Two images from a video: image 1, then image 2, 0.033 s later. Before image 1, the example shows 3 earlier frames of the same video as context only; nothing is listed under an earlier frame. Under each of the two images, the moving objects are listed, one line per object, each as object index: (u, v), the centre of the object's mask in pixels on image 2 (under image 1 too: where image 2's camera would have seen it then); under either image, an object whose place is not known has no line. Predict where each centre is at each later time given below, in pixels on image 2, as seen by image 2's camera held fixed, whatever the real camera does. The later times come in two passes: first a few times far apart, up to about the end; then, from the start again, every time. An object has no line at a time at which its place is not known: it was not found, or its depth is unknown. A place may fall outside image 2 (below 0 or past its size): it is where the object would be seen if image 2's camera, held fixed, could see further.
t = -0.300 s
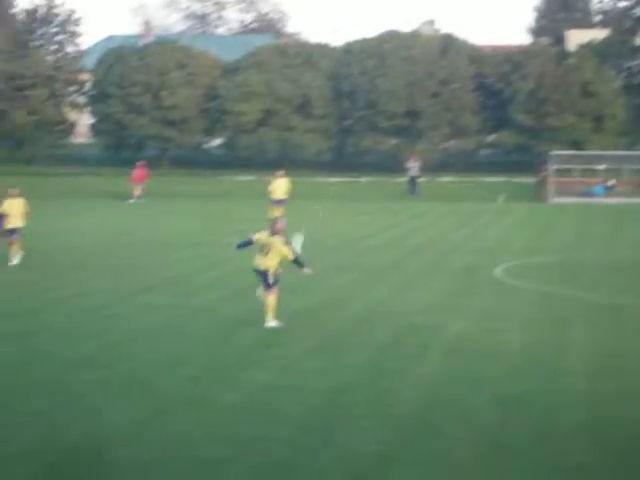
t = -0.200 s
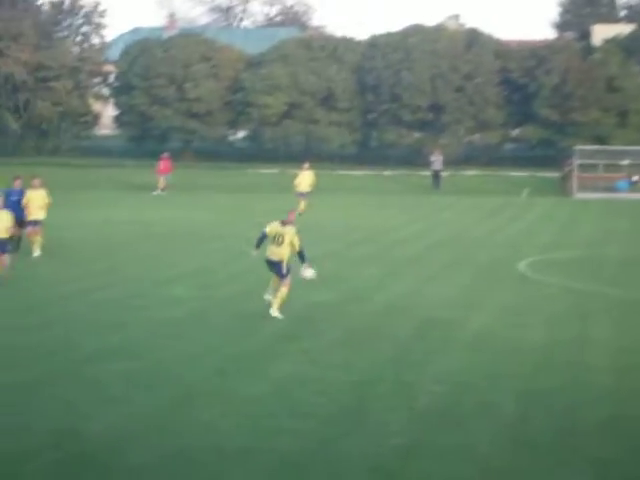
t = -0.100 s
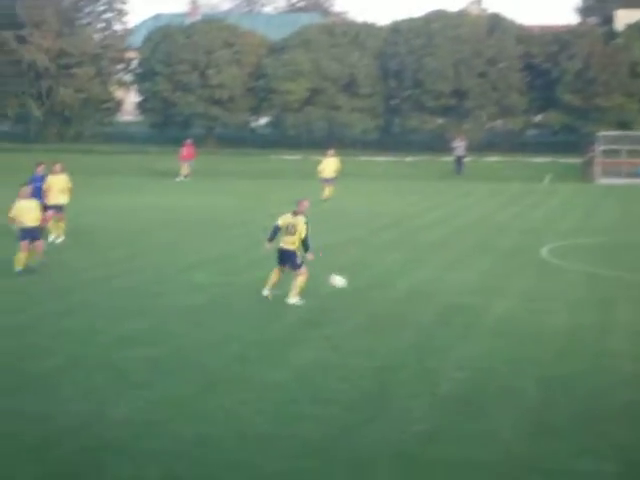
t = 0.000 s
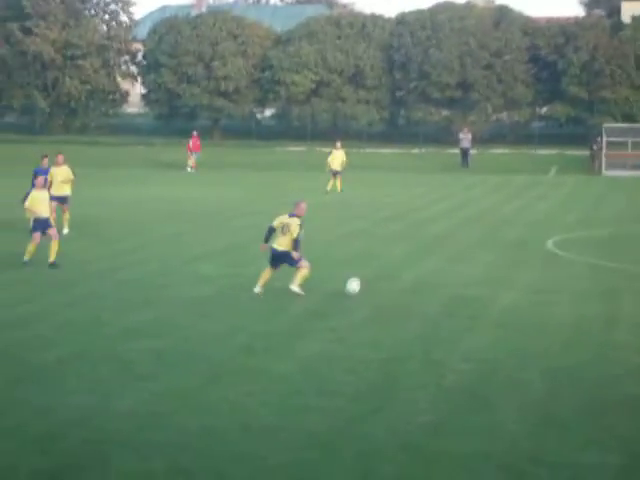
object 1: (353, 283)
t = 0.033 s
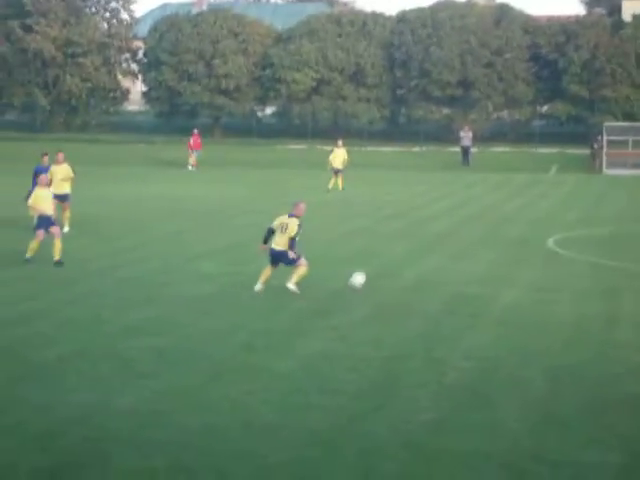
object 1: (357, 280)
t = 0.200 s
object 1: (378, 264)
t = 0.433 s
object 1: (407, 273)
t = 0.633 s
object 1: (433, 292)
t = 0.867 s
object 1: (466, 296)
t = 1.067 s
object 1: (492, 299)
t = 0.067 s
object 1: (361, 276)
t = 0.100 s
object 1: (365, 272)
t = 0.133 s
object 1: (369, 268)
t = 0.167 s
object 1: (374, 266)
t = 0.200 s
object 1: (378, 264)
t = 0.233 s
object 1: (383, 263)
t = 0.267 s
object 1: (385, 264)
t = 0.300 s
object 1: (390, 264)
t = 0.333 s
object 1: (395, 265)
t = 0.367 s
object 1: (399, 268)
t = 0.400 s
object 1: (403, 270)
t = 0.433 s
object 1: (407, 273)
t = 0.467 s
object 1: (411, 277)
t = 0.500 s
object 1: (415, 281)
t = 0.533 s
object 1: (420, 287)
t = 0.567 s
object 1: (424, 293)
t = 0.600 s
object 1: (428, 294)
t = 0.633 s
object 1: (433, 292)
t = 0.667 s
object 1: (438, 290)
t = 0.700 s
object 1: (442, 289)
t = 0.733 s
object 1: (446, 289)
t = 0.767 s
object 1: (451, 290)
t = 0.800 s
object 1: (456, 291)
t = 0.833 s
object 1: (461, 294)
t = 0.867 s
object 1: (466, 296)
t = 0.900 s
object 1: (470, 299)
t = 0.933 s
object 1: (475, 299)
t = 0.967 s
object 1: (479, 298)
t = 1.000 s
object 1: (484, 297)
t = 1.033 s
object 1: (488, 297)
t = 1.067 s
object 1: (492, 299)
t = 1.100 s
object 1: (498, 301)
